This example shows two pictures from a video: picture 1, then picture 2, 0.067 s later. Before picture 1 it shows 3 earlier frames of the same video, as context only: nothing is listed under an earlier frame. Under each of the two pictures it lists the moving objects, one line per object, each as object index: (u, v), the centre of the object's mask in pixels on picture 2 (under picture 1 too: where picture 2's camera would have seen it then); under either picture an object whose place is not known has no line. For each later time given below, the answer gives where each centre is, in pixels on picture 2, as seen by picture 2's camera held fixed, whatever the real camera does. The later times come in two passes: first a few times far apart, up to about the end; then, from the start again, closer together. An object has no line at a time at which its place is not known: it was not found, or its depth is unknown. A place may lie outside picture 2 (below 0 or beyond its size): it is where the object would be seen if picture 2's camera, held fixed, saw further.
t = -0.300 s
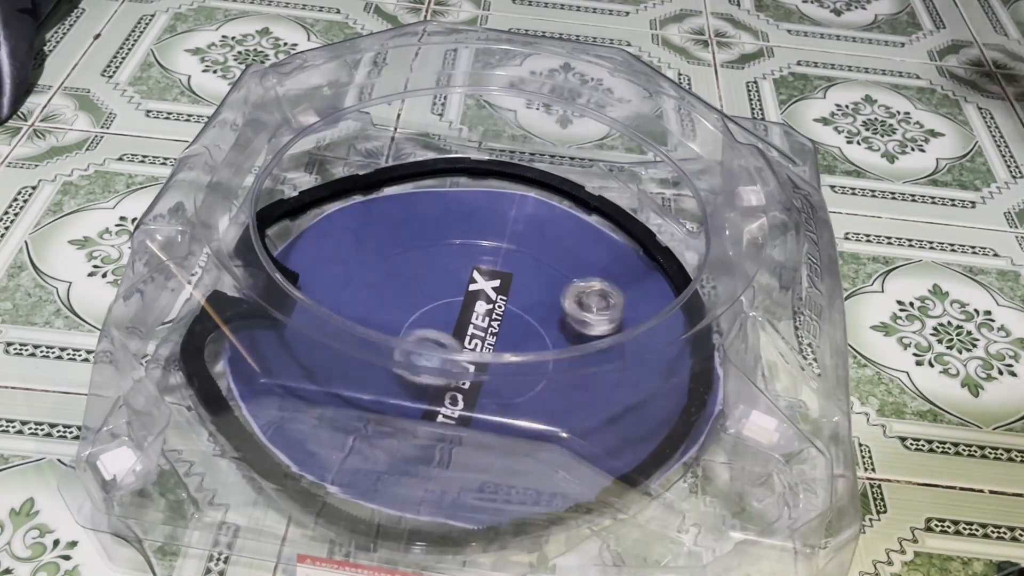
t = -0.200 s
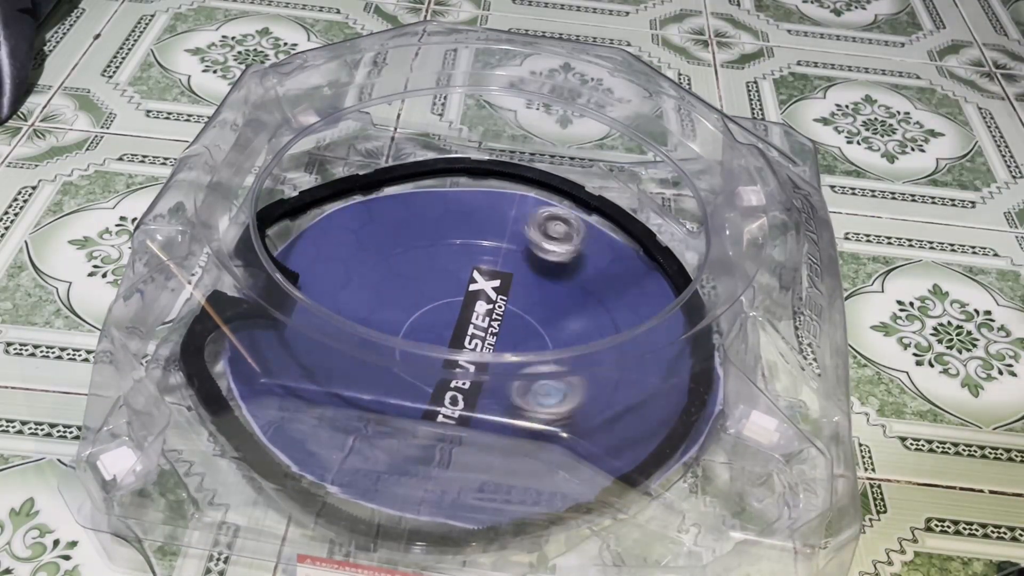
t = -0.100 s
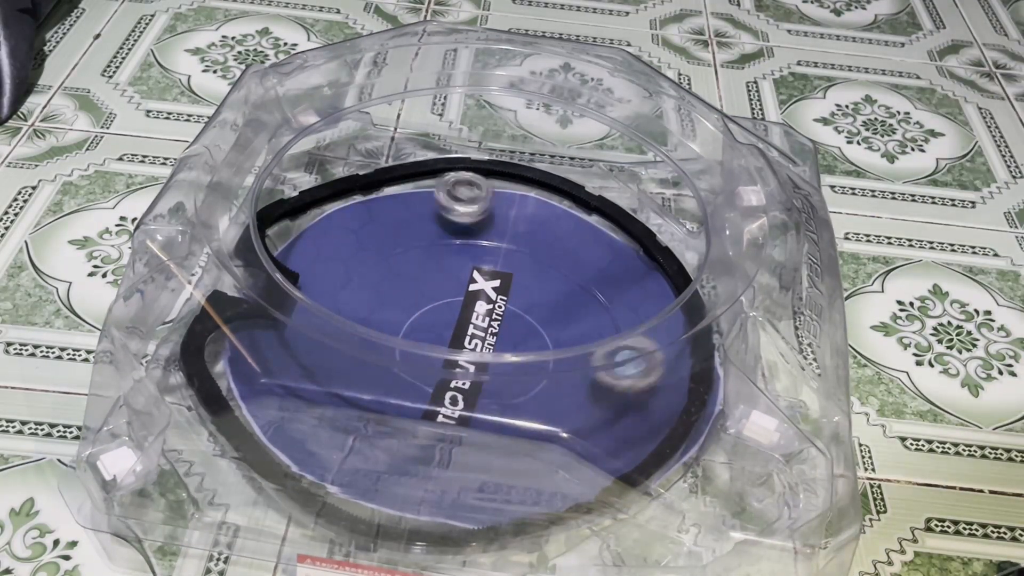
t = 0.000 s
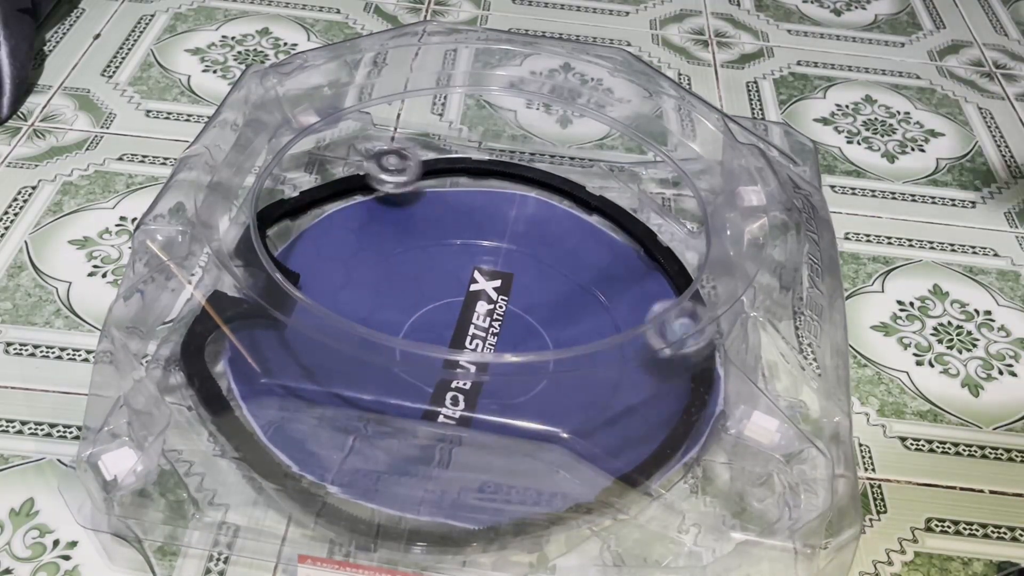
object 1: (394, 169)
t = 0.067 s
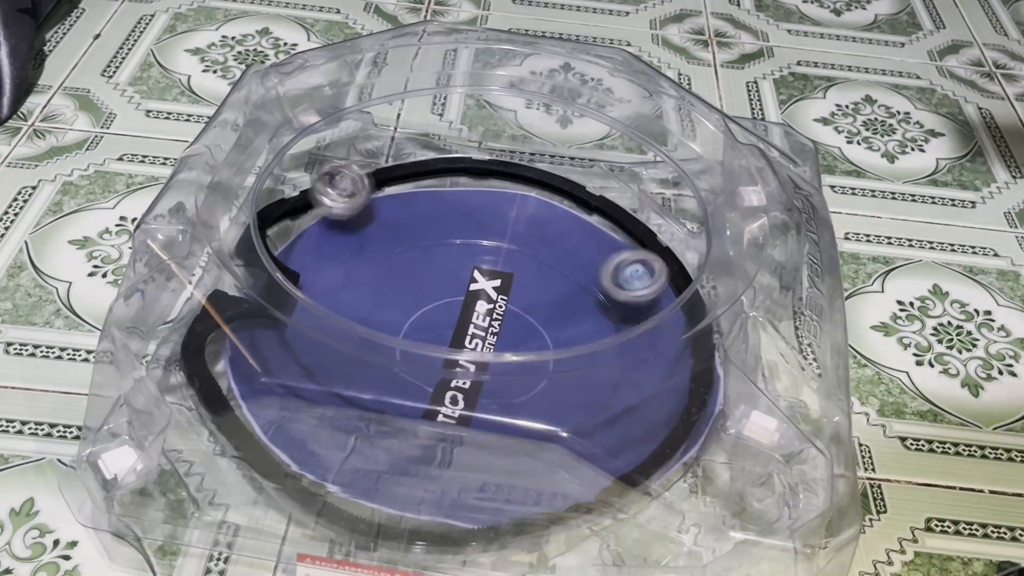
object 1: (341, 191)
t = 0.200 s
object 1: (353, 243)
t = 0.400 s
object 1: (518, 271)
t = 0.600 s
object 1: (557, 289)
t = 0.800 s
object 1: (483, 277)
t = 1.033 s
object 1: (446, 358)
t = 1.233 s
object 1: (566, 372)
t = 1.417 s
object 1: (554, 287)
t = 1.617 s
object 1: (383, 277)
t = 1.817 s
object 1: (347, 366)
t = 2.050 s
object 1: (474, 214)
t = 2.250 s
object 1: (517, 158)
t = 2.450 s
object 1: (506, 196)
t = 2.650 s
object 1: (582, 231)
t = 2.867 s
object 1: (596, 295)
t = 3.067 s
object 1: (452, 361)
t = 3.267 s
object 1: (465, 413)
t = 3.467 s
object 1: (451, 375)
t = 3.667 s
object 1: (393, 298)
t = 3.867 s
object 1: (353, 194)
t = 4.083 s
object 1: (386, 250)
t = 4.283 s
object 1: (457, 324)
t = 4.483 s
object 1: (496, 358)
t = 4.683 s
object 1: (455, 367)
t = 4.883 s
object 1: (382, 379)
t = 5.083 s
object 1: (368, 346)
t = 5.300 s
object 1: (358, 273)
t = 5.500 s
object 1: (369, 206)
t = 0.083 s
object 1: (326, 205)
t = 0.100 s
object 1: (311, 216)
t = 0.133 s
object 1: (288, 234)
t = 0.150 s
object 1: (301, 239)
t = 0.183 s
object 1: (337, 244)
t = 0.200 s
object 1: (353, 243)
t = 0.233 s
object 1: (385, 244)
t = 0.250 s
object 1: (401, 248)
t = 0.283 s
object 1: (431, 251)
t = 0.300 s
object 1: (445, 255)
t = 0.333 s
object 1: (472, 259)
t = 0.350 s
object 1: (485, 261)
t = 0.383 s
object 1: (508, 267)
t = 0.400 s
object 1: (518, 271)
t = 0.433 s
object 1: (534, 278)
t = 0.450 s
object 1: (540, 280)
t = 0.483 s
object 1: (551, 284)
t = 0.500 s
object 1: (555, 286)
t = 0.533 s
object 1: (558, 288)
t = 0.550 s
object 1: (559, 289)
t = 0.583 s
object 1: (559, 290)
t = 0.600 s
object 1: (557, 289)
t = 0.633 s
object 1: (552, 288)
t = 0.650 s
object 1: (548, 287)
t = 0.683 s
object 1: (539, 283)
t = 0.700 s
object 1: (533, 280)
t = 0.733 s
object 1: (518, 275)
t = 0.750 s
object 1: (510, 274)
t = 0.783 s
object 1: (491, 275)
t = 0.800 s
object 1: (483, 277)
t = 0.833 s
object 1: (466, 283)
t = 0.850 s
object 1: (458, 288)
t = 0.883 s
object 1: (446, 298)
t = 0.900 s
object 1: (442, 304)
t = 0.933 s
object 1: (436, 317)
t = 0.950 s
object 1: (436, 322)
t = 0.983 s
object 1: (437, 330)
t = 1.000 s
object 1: (438, 347)
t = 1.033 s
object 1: (446, 358)
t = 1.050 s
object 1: (451, 366)
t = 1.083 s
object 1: (465, 374)
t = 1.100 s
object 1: (474, 378)
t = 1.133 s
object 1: (497, 387)
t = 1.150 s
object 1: (509, 388)
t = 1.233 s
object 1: (566, 372)
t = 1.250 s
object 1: (575, 365)
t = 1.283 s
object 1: (586, 353)
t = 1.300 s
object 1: (589, 344)
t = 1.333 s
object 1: (588, 324)
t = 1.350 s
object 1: (585, 316)
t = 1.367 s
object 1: (580, 309)
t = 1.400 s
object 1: (564, 293)
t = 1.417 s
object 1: (554, 287)
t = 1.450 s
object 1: (530, 276)
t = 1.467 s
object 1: (516, 272)
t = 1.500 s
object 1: (487, 266)
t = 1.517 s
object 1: (470, 264)
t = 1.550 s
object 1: (440, 265)
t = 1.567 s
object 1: (425, 268)
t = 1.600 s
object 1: (396, 273)
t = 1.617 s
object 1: (383, 277)
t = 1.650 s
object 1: (360, 290)
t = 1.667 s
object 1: (352, 295)
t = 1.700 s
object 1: (336, 315)
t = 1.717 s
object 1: (332, 324)
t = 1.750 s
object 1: (330, 343)
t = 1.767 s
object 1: (332, 354)
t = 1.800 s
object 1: (340, 367)
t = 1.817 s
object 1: (347, 366)
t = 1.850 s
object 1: (366, 337)
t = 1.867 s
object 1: (376, 328)
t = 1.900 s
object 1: (396, 307)
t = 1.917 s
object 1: (407, 296)
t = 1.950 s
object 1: (427, 273)
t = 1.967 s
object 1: (436, 261)
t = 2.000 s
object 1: (453, 241)
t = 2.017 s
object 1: (461, 229)
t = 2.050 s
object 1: (474, 214)
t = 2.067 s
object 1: (480, 207)
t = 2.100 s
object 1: (491, 200)
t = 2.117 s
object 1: (495, 192)
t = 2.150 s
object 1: (504, 184)
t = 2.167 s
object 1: (508, 175)
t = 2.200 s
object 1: (515, 166)
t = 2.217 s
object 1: (518, 157)
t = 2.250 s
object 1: (517, 158)
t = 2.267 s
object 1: (514, 161)
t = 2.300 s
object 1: (509, 176)
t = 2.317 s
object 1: (508, 177)
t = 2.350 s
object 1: (506, 179)
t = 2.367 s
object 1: (505, 184)
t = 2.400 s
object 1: (504, 187)
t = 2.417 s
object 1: (505, 189)
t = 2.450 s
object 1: (506, 196)
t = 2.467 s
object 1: (508, 197)
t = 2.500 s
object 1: (514, 204)
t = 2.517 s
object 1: (519, 205)
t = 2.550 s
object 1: (530, 212)
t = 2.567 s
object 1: (535, 214)
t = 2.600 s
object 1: (551, 222)
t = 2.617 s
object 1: (561, 224)
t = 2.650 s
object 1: (582, 231)
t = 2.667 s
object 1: (593, 236)
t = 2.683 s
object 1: (605, 241)
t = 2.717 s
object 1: (630, 250)
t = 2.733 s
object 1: (643, 254)
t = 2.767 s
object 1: (661, 259)
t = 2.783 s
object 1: (651, 265)
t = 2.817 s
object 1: (629, 278)
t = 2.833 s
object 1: (619, 280)
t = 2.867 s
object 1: (596, 295)
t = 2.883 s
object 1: (585, 305)
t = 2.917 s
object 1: (561, 313)
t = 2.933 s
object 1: (548, 320)
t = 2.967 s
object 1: (525, 327)
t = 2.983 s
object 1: (513, 329)
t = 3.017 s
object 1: (489, 337)
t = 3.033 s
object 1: (475, 348)
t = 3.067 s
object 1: (452, 361)
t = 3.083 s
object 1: (443, 364)
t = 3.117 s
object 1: (446, 381)
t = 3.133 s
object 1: (450, 383)
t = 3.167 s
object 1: (457, 394)
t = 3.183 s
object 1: (459, 405)
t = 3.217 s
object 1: (459, 402)
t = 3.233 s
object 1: (461, 406)
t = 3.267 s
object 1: (465, 413)
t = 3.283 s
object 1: (464, 410)
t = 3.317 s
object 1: (463, 408)
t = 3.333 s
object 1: (463, 402)
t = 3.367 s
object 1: (461, 399)
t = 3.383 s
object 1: (461, 399)
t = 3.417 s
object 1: (455, 389)
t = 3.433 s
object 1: (454, 385)
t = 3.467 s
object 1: (451, 375)
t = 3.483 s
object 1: (448, 372)
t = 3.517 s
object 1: (437, 363)
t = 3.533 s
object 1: (436, 358)
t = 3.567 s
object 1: (426, 342)
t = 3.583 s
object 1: (422, 329)
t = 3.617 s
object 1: (412, 319)
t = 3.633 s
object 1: (406, 312)
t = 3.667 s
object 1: (393, 298)
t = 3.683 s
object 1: (388, 291)
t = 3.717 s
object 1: (378, 271)
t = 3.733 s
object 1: (372, 262)
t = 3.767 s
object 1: (364, 243)
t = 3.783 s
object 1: (360, 236)
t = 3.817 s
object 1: (355, 216)
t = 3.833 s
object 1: (353, 208)
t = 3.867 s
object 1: (353, 194)
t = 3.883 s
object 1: (353, 186)
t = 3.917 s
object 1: (355, 182)
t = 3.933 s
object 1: (359, 189)
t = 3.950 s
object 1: (360, 195)
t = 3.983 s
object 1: (366, 214)
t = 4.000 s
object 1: (370, 216)
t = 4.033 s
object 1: (376, 225)
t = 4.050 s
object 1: (379, 234)
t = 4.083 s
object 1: (386, 250)
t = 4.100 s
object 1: (391, 254)
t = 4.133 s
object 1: (398, 268)
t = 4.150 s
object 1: (402, 280)
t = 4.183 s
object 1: (412, 292)
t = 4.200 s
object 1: (419, 299)
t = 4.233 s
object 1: (431, 312)
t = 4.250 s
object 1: (439, 318)
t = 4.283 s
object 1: (457, 324)
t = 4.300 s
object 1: (468, 327)
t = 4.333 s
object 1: (489, 339)
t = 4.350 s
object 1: (502, 345)
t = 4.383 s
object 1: (514, 352)
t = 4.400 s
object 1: (512, 346)
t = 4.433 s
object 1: (507, 342)
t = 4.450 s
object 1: (505, 345)
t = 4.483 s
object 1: (496, 358)
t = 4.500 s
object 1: (493, 356)
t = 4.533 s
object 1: (486, 361)
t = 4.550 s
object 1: (482, 360)
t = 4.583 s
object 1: (477, 363)
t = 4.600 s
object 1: (473, 363)
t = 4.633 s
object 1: (467, 364)
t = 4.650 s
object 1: (464, 365)
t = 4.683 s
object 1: (455, 367)
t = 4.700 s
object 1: (453, 372)
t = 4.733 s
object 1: (443, 374)
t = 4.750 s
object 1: (439, 375)
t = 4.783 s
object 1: (426, 376)
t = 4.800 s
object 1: (420, 377)
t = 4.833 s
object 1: (407, 379)
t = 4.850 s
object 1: (399, 379)
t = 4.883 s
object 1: (382, 379)
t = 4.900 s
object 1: (375, 378)
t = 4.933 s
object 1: (367, 376)
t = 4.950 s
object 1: (367, 375)
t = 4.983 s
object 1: (366, 367)
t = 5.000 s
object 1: (366, 363)
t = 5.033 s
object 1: (366, 356)
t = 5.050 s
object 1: (367, 352)
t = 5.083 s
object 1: (368, 346)
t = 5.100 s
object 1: (368, 344)
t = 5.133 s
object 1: (365, 331)
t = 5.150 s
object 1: (364, 326)
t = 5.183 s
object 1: (364, 316)
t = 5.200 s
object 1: (363, 310)
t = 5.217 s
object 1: (363, 302)
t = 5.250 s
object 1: (360, 294)
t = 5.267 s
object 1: (359, 287)
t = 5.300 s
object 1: (358, 273)
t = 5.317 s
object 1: (357, 268)
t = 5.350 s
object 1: (358, 256)
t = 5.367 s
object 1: (359, 250)
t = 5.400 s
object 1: (360, 240)
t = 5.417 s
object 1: (361, 233)
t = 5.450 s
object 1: (364, 222)
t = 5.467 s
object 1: (365, 216)
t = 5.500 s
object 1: (369, 206)
